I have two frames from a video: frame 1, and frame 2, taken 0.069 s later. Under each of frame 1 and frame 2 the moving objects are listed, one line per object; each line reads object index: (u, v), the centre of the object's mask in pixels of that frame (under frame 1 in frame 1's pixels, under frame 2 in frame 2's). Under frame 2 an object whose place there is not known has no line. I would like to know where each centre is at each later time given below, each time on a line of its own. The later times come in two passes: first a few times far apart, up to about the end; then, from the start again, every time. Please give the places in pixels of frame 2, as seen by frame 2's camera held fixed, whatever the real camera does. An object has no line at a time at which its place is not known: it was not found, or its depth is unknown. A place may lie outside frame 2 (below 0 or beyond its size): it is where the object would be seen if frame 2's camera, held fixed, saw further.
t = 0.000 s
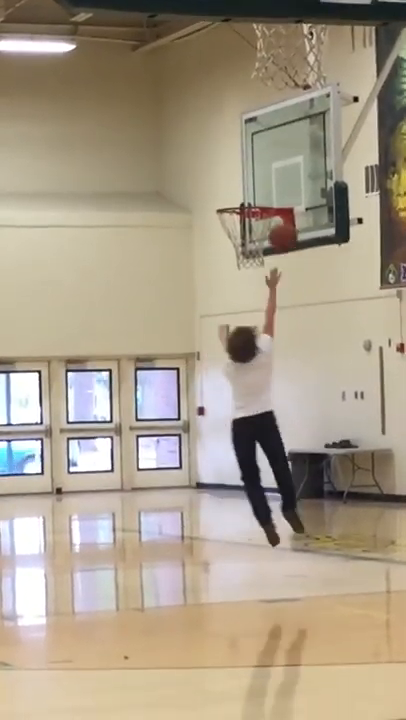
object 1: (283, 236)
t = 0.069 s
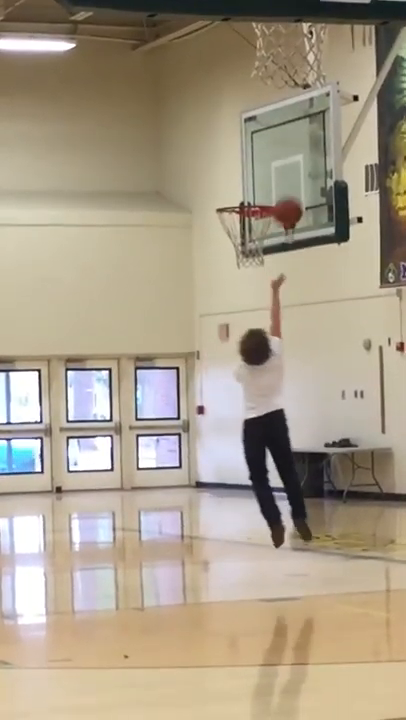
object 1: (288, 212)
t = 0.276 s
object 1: (278, 176)
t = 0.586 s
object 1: (243, 204)
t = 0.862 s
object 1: (249, 259)
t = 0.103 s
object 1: (290, 200)
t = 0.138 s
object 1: (293, 192)
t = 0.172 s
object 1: (293, 186)
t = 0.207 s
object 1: (288, 181)
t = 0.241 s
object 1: (283, 178)
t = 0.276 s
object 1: (278, 176)
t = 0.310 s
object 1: (272, 176)
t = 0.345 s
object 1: (267, 177)
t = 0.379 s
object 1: (262, 179)
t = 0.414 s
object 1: (257, 182)
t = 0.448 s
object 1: (252, 186)
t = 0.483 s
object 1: (247, 192)
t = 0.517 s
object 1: (242, 199)
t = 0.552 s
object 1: (242, 201)
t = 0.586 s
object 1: (243, 204)
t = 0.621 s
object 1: (244, 208)
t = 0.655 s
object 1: (244, 214)
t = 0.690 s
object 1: (245, 222)
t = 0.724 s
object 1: (245, 230)
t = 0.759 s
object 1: (247, 241)
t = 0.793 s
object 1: (247, 246)
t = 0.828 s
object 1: (248, 252)
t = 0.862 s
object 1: (249, 259)
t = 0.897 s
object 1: (250, 267)
